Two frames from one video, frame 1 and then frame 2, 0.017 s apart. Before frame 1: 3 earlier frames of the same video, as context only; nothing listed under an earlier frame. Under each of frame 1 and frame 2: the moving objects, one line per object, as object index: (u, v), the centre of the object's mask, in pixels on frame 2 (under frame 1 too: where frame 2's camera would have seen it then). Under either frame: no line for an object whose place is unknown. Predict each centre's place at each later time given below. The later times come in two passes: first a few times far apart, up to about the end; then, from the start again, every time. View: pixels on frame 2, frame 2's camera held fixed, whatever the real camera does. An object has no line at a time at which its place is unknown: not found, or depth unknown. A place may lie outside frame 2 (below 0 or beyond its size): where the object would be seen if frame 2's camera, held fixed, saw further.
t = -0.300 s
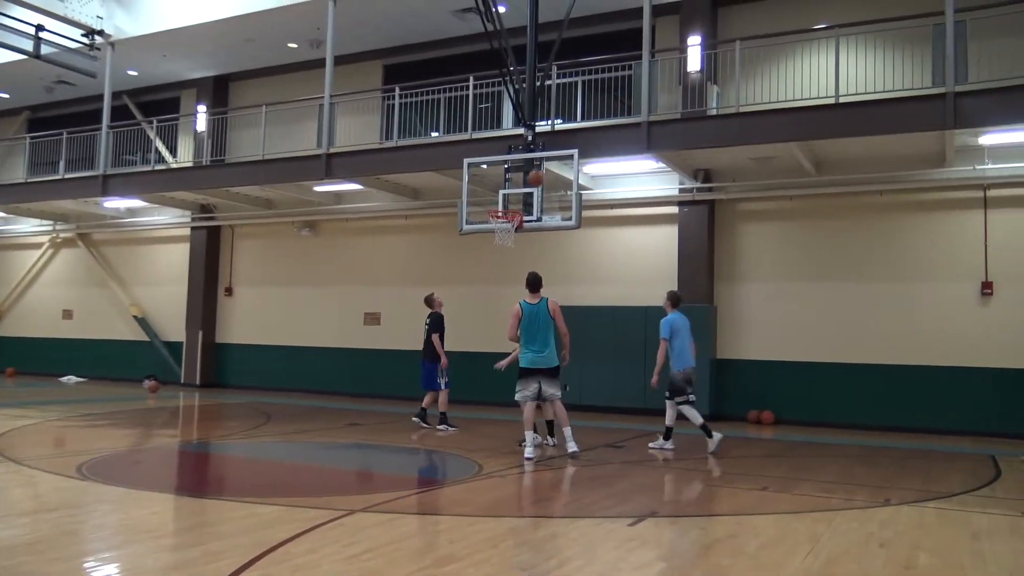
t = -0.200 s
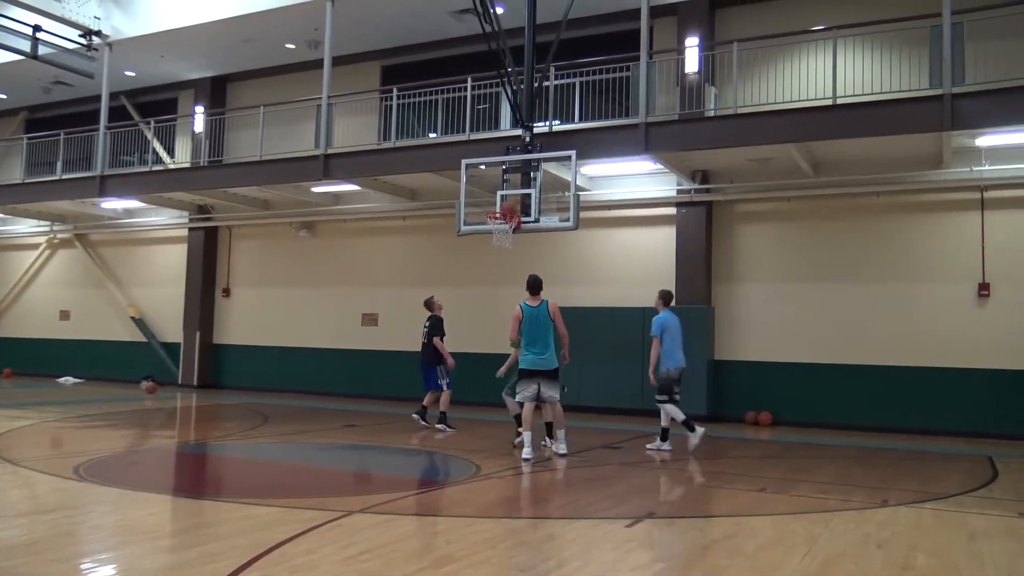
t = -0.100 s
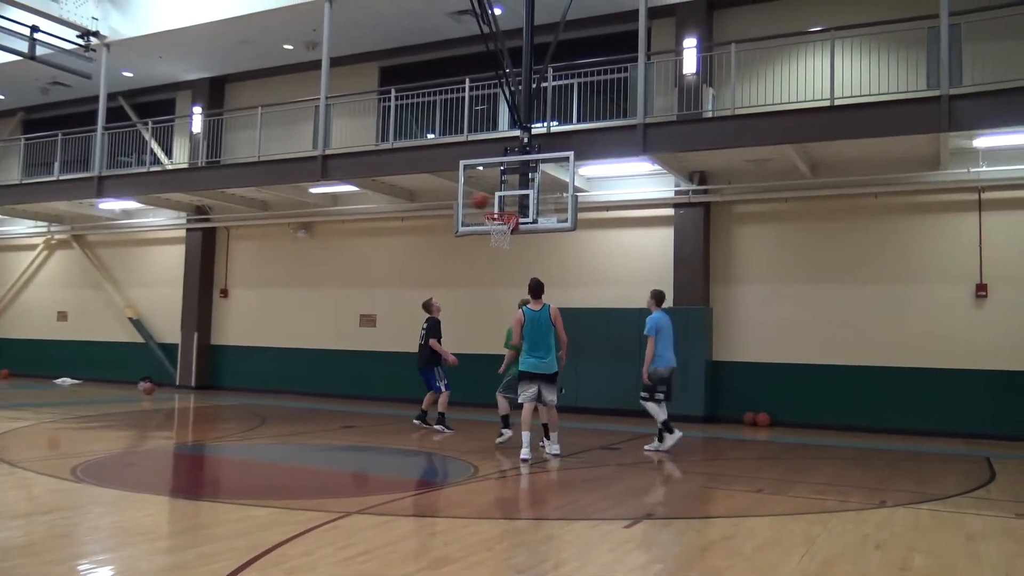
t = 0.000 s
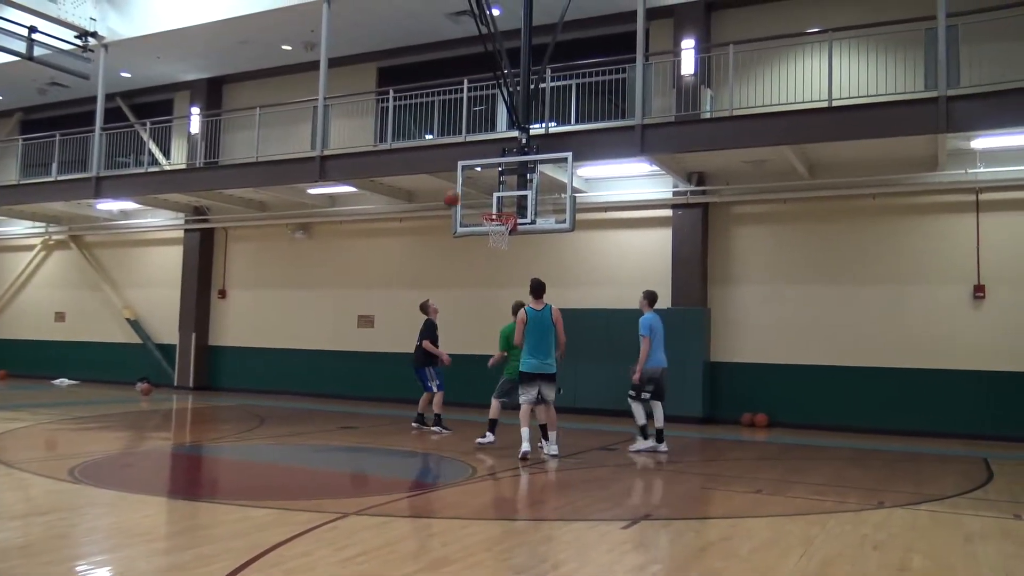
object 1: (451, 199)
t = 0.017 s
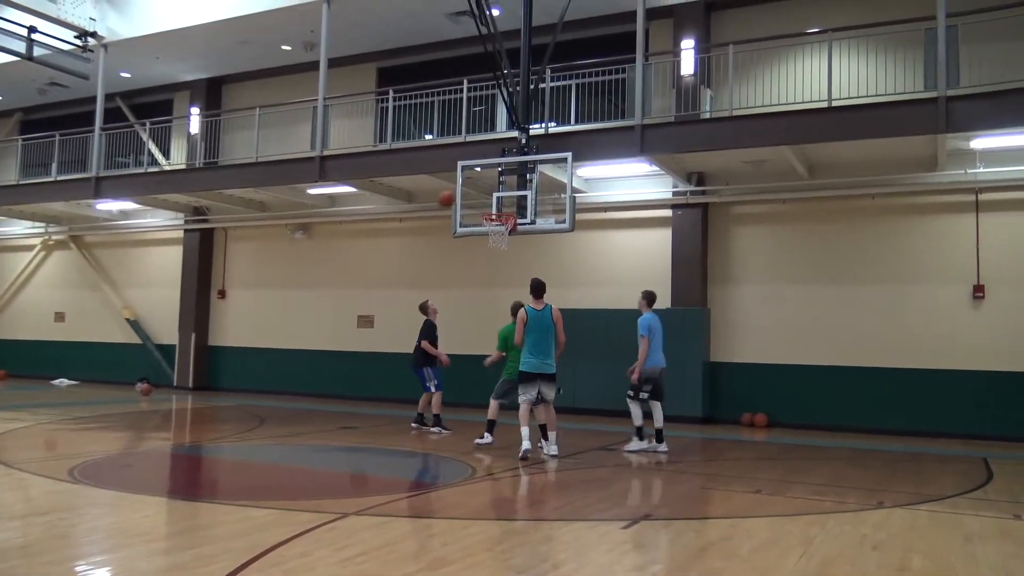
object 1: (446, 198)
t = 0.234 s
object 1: (386, 220)
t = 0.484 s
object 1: (311, 289)
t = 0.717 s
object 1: (237, 400)
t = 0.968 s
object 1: (171, 342)
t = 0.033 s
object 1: (442, 199)
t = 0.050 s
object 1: (438, 199)
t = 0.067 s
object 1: (433, 200)
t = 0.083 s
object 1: (428, 201)
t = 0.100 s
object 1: (424, 202)
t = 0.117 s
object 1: (419, 204)
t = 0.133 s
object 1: (414, 205)
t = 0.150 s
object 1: (409, 207)
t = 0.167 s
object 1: (404, 210)
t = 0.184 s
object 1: (400, 212)
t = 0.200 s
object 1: (395, 214)
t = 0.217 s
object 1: (390, 218)
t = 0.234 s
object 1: (386, 220)
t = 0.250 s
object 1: (380, 225)
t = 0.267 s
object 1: (375, 227)
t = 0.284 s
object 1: (370, 230)
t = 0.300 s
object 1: (366, 234)
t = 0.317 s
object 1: (361, 238)
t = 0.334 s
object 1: (356, 243)
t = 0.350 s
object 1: (351, 247)
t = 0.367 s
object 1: (346, 251)
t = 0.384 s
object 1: (341, 256)
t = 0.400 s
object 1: (336, 261)
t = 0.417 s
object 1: (332, 265)
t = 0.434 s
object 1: (326, 271)
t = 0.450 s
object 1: (321, 277)
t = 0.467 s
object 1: (316, 283)
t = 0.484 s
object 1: (311, 289)
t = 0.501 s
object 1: (305, 296)
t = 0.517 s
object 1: (300, 302)
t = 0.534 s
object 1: (295, 309)
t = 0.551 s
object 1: (290, 316)
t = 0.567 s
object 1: (285, 323)
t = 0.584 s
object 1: (280, 331)
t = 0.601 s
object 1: (275, 338)
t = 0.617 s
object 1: (269, 347)
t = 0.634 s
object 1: (263, 355)
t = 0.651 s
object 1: (258, 363)
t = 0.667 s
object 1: (252, 372)
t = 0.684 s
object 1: (247, 380)
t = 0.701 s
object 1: (241, 390)
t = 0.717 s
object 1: (237, 400)
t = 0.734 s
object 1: (231, 412)
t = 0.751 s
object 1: (226, 420)
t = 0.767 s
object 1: (221, 422)
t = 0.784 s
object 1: (218, 415)
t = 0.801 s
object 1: (213, 408)
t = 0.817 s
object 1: (210, 399)
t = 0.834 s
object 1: (204, 391)
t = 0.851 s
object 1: (200, 385)
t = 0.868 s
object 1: (197, 379)
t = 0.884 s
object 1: (193, 373)
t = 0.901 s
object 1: (189, 364)
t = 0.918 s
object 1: (184, 359)
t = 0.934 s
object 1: (180, 353)
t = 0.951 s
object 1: (177, 348)
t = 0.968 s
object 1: (171, 342)
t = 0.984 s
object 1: (167, 336)
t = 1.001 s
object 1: (163, 331)
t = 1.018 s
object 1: (159, 326)
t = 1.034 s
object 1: (154, 322)
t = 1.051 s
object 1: (150, 317)
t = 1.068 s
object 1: (145, 313)
